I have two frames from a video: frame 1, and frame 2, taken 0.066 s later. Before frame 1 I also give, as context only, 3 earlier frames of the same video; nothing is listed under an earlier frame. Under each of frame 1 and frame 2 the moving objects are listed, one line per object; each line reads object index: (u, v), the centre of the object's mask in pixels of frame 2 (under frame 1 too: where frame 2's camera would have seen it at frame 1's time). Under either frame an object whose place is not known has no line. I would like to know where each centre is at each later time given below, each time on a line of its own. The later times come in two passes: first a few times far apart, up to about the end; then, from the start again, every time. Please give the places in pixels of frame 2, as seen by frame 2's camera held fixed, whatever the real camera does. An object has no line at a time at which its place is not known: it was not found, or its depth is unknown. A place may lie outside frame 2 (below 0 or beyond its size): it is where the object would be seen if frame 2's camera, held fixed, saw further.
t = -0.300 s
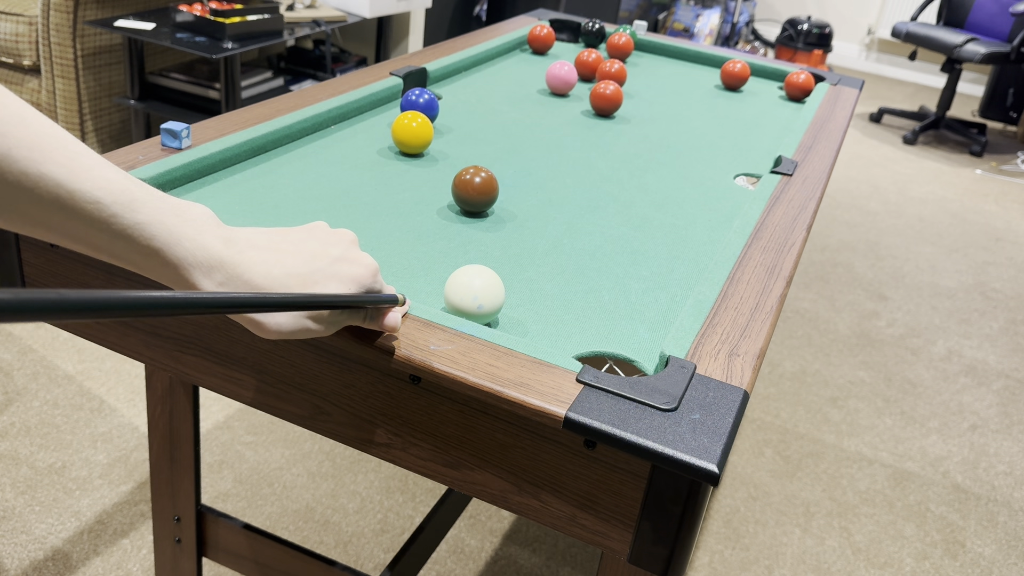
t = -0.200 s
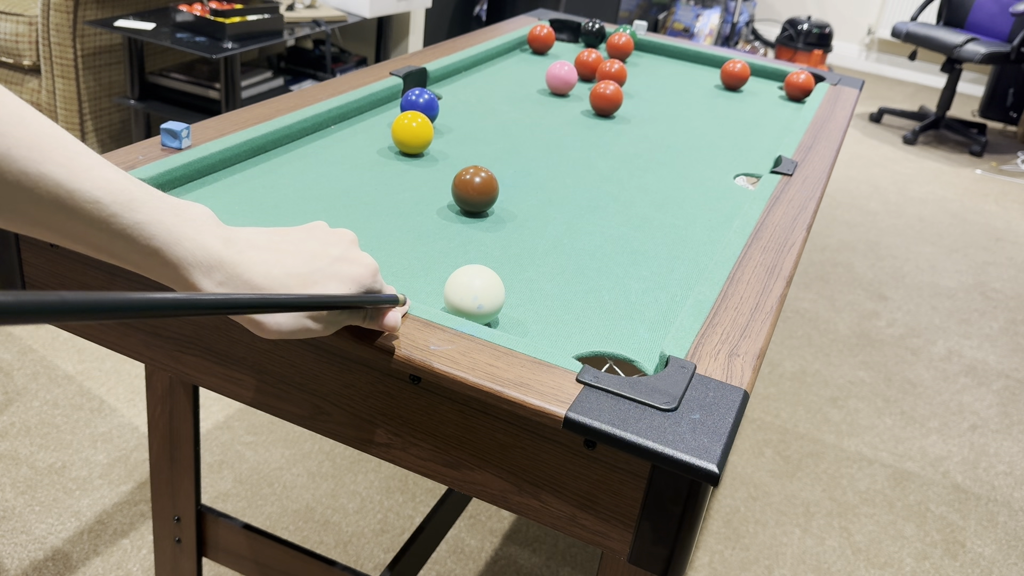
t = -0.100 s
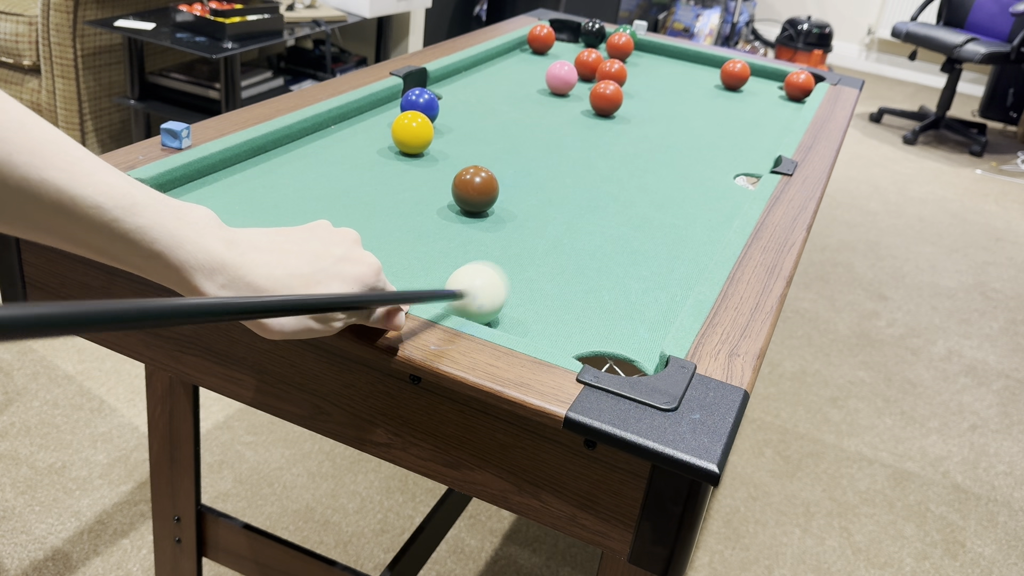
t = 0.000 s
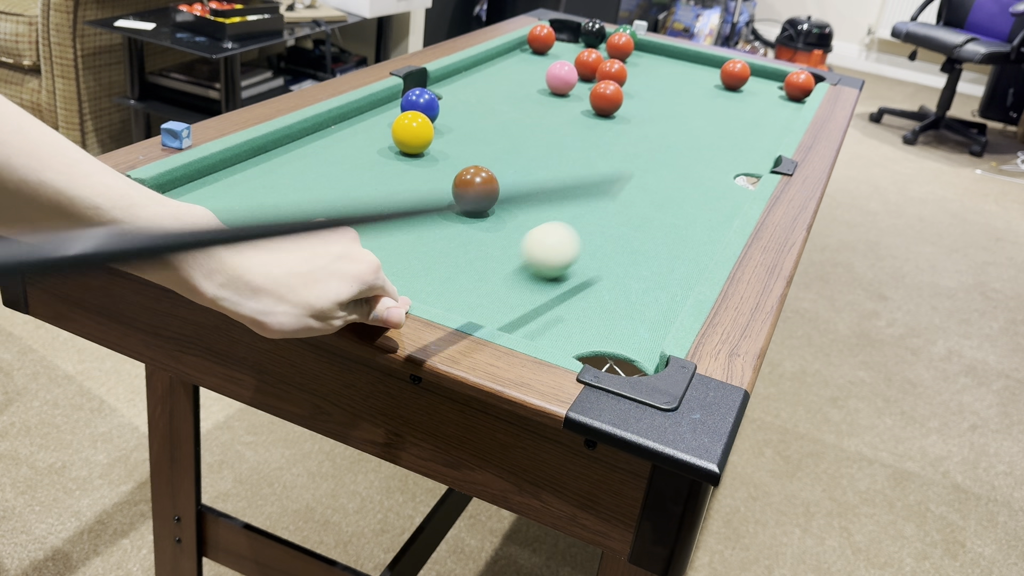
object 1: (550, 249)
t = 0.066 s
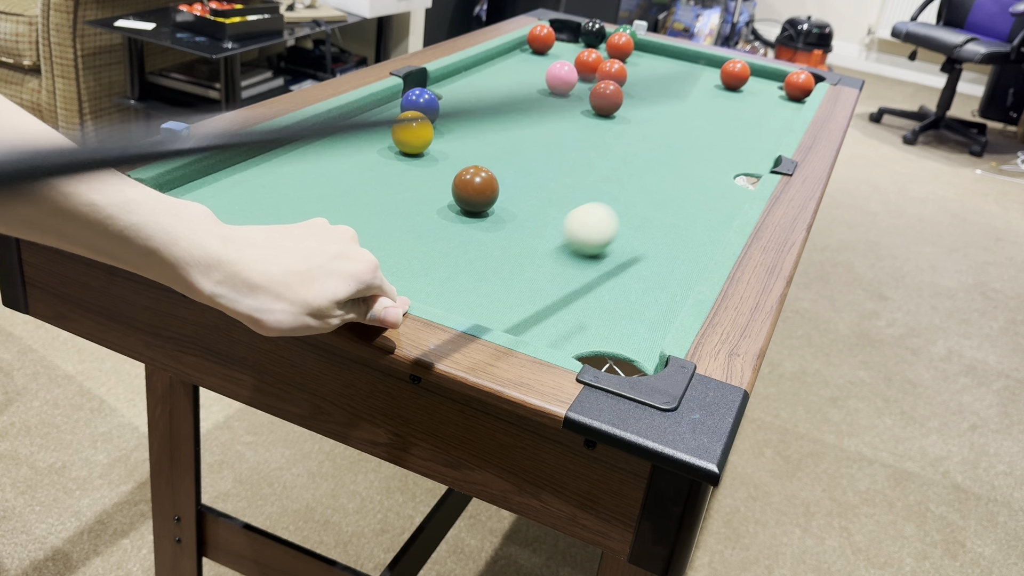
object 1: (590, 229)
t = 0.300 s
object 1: (698, 173)
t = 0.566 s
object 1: (767, 127)
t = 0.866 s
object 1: (777, 85)
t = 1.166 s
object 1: (751, 64)
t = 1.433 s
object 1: (736, 65)
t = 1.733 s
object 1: (725, 63)
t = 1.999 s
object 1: (721, 63)
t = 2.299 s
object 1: (720, 64)
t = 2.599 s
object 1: (720, 65)
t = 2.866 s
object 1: (719, 65)
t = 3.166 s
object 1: (719, 65)
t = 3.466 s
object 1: (719, 65)
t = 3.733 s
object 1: (719, 65)
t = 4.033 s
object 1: (719, 65)
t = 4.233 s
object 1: (719, 65)
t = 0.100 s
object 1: (609, 219)
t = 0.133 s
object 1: (626, 210)
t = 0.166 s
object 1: (642, 202)
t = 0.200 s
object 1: (657, 194)
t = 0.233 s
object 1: (671, 187)
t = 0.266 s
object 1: (685, 180)
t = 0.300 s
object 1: (698, 173)
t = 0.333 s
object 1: (710, 167)
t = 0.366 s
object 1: (722, 160)
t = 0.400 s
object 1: (734, 154)
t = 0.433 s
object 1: (744, 149)
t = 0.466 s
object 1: (754, 143)
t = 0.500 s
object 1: (763, 138)
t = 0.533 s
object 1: (765, 133)
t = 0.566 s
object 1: (767, 127)
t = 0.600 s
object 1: (769, 121)
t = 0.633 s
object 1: (770, 116)
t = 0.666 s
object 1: (772, 111)
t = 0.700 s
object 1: (773, 106)
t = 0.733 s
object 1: (775, 101)
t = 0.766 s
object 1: (776, 97)
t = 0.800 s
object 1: (778, 93)
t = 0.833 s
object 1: (779, 89)
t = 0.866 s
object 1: (777, 85)
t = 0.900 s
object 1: (771, 83)
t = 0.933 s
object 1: (766, 79)
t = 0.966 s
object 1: (763, 77)
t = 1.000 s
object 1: (761, 74)
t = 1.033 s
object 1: (759, 72)
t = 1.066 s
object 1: (757, 70)
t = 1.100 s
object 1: (755, 67)
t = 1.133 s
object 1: (753, 65)
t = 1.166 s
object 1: (751, 64)
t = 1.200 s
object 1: (749, 65)
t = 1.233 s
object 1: (747, 65)
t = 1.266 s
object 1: (745, 65)
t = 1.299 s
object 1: (743, 65)
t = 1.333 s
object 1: (741, 65)
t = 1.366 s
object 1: (739, 65)
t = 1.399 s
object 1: (737, 65)
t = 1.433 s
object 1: (736, 65)
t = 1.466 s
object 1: (734, 65)
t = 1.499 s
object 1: (733, 64)
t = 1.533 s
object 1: (731, 64)
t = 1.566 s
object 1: (730, 64)
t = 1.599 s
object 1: (729, 64)
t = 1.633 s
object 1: (728, 63)
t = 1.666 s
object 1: (727, 63)
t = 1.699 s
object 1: (726, 63)
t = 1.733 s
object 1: (725, 63)
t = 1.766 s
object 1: (724, 63)
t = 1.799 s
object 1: (724, 63)
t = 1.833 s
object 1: (723, 63)
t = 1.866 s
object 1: (722, 63)
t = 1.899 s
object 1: (722, 63)
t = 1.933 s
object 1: (722, 63)
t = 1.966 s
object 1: (721, 63)
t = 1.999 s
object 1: (721, 63)
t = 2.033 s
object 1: (721, 63)
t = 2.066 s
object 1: (720, 63)
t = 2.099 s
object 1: (720, 63)
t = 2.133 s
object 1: (720, 64)
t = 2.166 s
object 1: (720, 64)
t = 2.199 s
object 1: (720, 64)
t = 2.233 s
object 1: (720, 64)
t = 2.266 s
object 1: (720, 64)
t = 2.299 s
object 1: (720, 64)
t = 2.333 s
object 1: (720, 64)
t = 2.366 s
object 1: (720, 64)
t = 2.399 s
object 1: (720, 65)
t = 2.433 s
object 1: (720, 65)
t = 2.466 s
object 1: (720, 65)
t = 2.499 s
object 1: (720, 65)
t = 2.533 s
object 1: (720, 65)
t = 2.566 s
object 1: (720, 65)
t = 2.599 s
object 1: (720, 65)
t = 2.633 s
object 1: (719, 65)
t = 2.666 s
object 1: (719, 65)
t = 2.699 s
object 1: (719, 65)
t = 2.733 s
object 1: (719, 65)
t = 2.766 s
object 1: (719, 65)
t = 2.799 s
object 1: (719, 65)
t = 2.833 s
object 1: (719, 65)
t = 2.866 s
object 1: (719, 65)
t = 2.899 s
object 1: (719, 65)
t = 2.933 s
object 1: (719, 65)
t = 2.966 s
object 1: (719, 65)
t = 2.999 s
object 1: (719, 65)
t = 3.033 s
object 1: (719, 65)
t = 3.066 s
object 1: (719, 65)
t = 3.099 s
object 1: (719, 65)
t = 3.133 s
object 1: (719, 65)
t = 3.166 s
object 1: (719, 65)
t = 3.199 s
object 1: (719, 65)
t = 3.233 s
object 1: (719, 65)
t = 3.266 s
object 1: (719, 65)
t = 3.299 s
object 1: (719, 65)
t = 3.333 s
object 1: (719, 65)
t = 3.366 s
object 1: (719, 65)
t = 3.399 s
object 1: (719, 65)
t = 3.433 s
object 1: (719, 65)
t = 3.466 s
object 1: (719, 65)
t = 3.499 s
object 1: (719, 65)
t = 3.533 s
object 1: (719, 65)
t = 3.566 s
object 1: (719, 65)
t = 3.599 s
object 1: (719, 65)
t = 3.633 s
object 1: (719, 65)
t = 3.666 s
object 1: (719, 65)
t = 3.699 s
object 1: (719, 65)
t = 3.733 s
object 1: (719, 65)
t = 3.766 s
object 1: (719, 65)
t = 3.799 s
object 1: (719, 65)
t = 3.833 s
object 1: (719, 65)
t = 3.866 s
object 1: (719, 65)
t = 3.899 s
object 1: (719, 65)
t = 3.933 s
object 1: (719, 65)
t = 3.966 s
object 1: (719, 65)
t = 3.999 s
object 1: (719, 65)
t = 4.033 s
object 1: (719, 65)
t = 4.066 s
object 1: (719, 65)
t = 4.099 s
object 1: (719, 65)
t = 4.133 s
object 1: (719, 65)
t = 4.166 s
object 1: (719, 65)
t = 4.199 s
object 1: (719, 65)
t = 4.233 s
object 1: (719, 65)
